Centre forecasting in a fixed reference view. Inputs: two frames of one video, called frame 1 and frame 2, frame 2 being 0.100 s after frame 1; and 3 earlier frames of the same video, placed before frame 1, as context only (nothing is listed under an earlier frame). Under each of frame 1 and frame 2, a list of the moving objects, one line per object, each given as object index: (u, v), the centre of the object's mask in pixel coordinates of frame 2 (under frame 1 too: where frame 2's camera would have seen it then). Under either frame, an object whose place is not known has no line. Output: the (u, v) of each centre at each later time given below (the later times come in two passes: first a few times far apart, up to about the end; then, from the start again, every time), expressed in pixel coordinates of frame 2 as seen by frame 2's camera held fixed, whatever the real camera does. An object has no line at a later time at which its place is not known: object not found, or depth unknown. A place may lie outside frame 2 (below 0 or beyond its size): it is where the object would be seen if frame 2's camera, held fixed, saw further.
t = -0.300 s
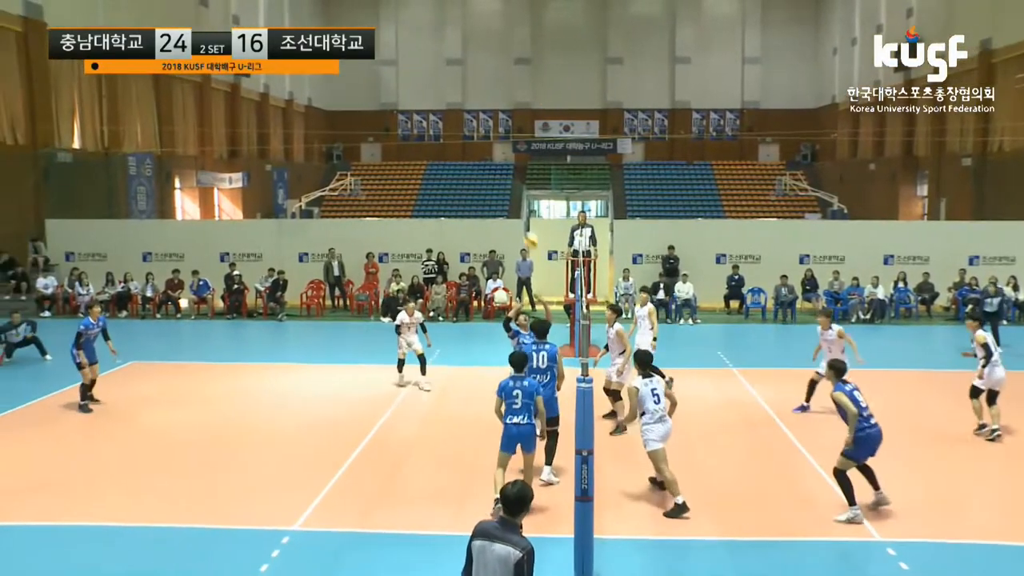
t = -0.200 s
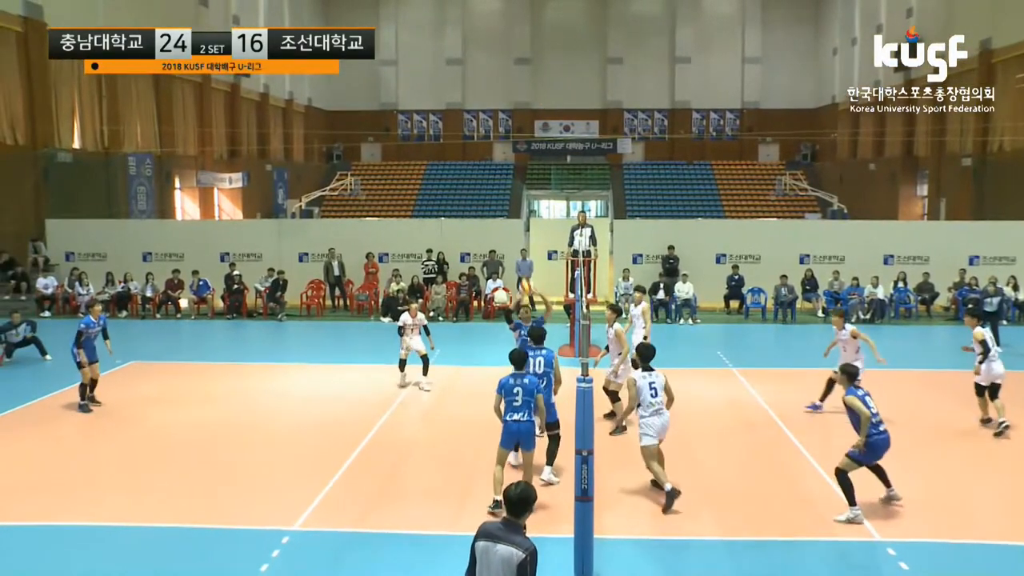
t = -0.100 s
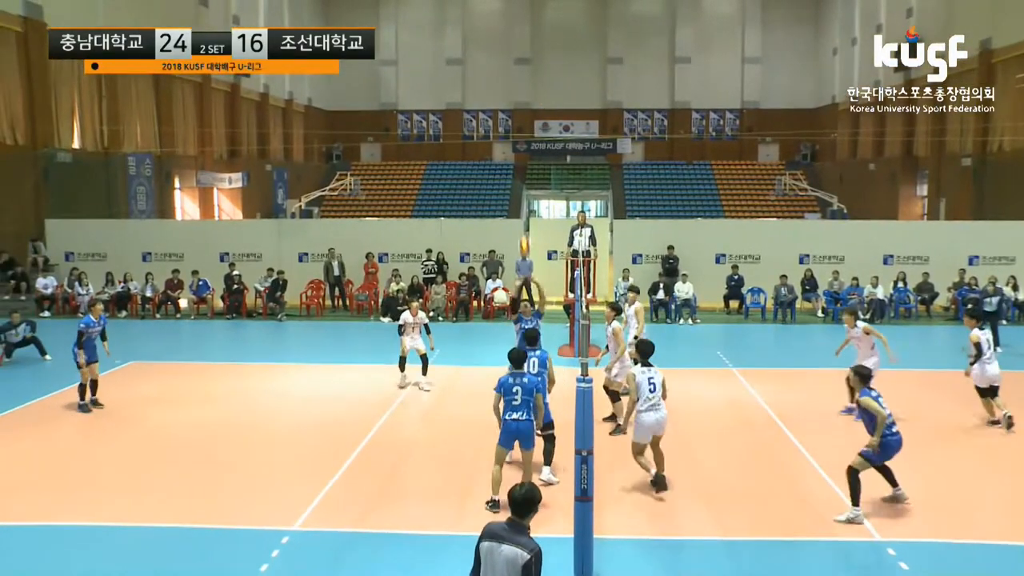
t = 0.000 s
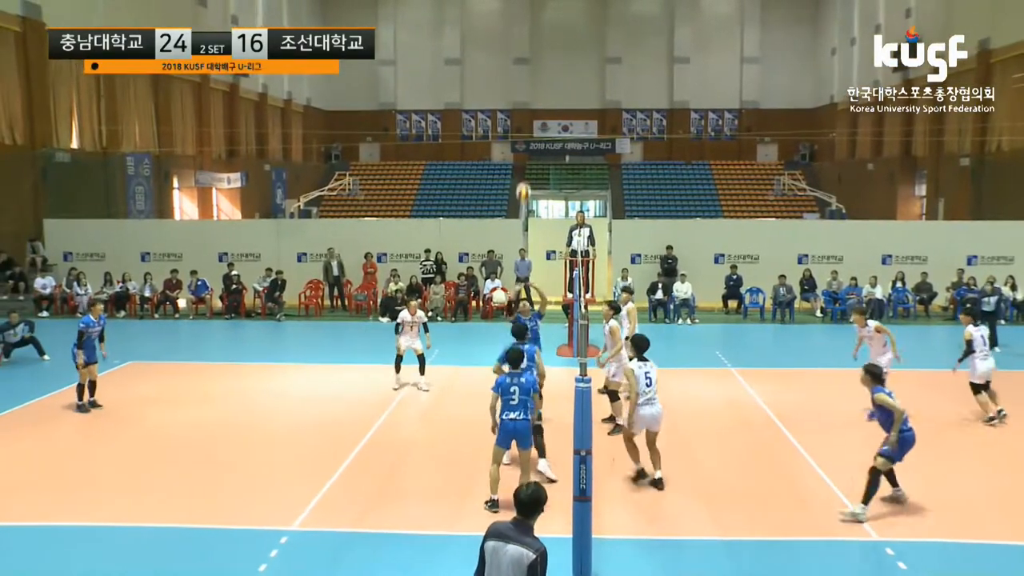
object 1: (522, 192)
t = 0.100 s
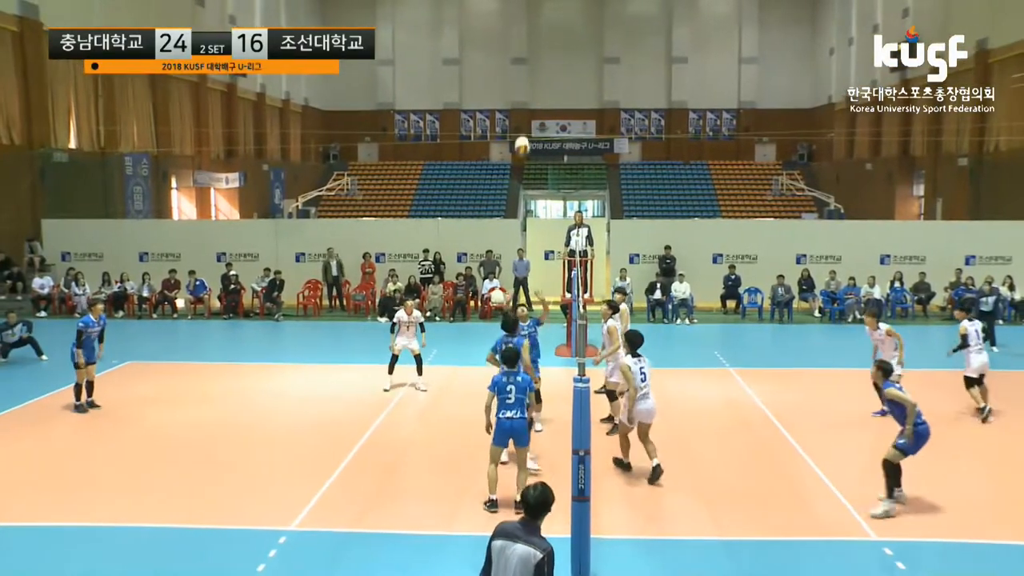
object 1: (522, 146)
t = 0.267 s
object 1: (521, 83)
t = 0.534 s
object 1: (522, 27)
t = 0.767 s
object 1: (521, 19)
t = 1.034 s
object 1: (521, 61)
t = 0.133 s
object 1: (522, 132)
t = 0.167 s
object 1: (522, 119)
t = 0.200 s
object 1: (522, 107)
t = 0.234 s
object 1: (522, 94)
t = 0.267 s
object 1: (521, 83)
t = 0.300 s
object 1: (521, 72)
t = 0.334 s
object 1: (522, 63)
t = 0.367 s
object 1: (522, 56)
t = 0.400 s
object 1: (522, 48)
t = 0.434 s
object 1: (522, 42)
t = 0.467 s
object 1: (522, 36)
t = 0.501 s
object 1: (522, 31)
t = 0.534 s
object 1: (522, 27)
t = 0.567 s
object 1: (522, 24)
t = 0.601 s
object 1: (522, 21)
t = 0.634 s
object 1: (522, 18)
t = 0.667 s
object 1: (522, 18)
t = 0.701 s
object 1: (522, 17)
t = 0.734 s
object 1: (522, 18)
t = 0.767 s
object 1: (521, 19)
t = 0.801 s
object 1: (522, 21)
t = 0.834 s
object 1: (522, 24)
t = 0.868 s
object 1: (521, 28)
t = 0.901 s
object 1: (521, 33)
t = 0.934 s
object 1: (521, 39)
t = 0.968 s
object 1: (521, 46)
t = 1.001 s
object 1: (521, 53)
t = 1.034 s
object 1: (521, 61)
